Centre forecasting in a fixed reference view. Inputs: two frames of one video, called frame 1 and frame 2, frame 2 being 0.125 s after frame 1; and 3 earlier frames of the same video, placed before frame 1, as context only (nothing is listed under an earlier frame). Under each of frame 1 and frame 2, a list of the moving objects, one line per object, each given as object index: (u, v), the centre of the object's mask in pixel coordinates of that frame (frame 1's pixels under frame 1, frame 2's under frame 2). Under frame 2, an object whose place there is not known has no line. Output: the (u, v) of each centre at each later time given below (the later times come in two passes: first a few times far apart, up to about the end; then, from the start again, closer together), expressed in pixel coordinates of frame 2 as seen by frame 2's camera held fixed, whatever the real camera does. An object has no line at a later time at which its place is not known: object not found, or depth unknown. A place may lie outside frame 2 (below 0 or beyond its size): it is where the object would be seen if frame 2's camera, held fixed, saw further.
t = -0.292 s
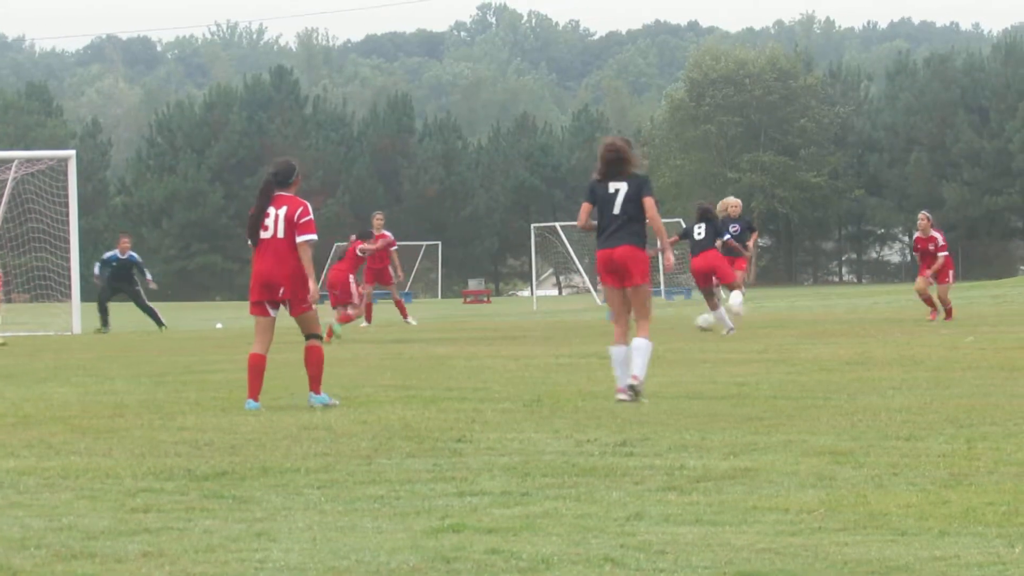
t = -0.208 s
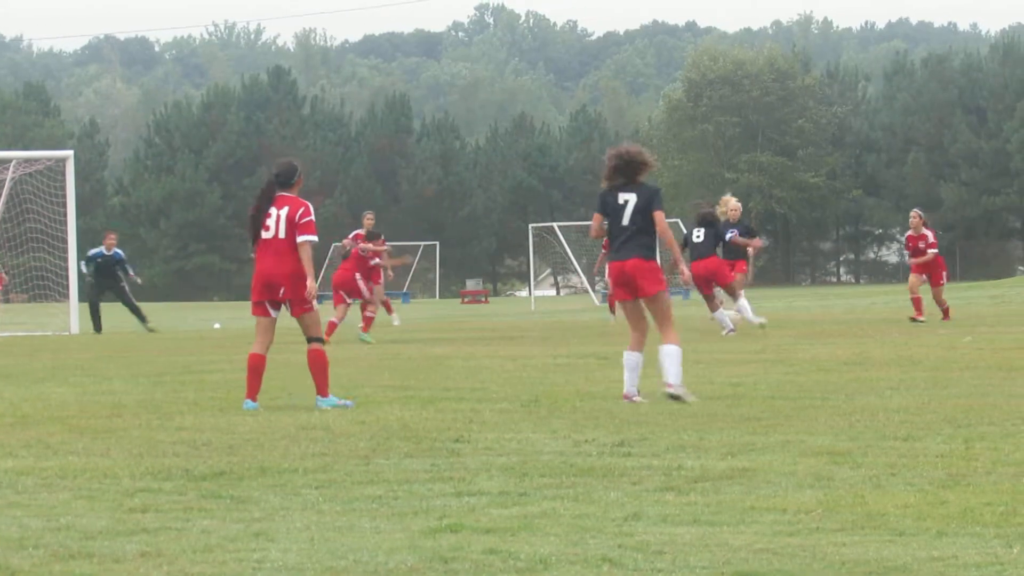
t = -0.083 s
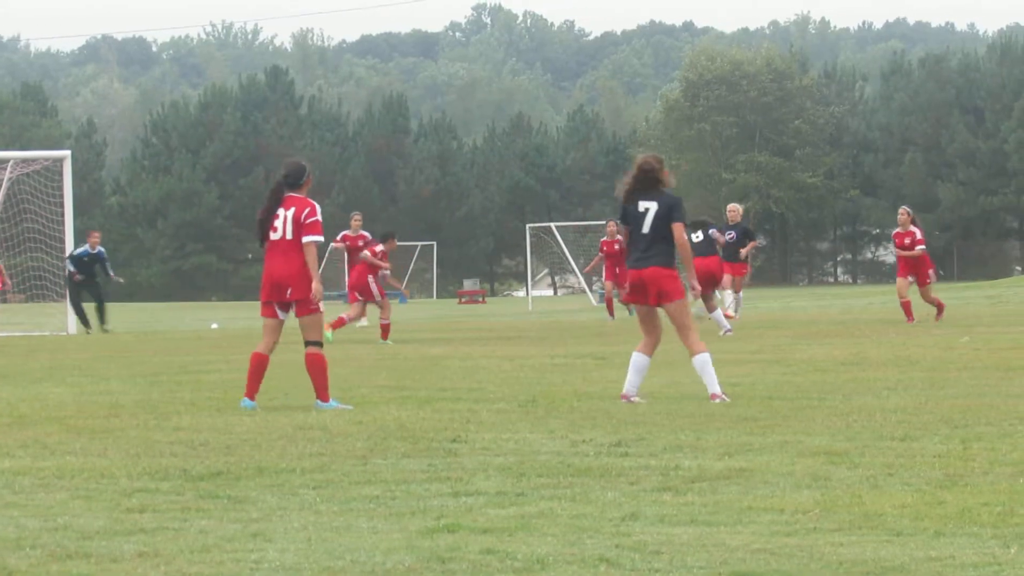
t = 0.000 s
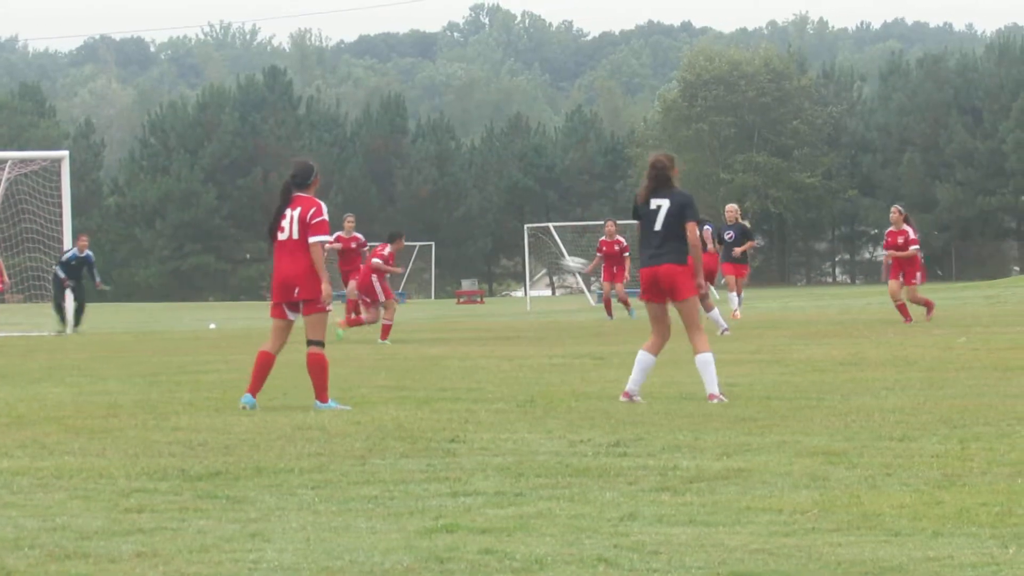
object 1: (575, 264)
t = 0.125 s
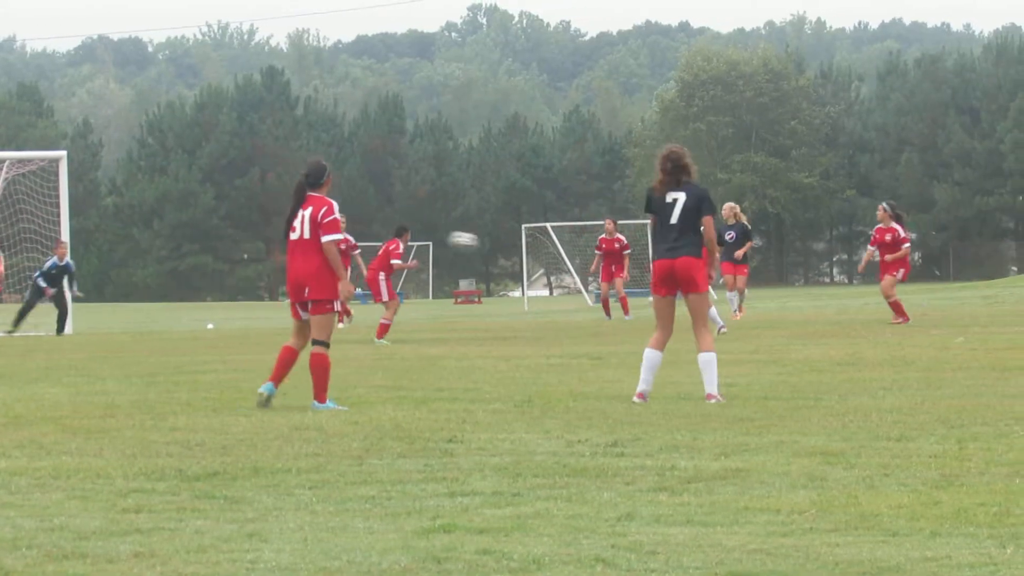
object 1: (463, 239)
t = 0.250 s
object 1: (366, 227)
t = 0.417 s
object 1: (229, 227)
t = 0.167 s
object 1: (428, 233)
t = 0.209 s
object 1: (388, 229)
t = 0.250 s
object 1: (366, 227)
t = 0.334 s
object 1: (291, 225)
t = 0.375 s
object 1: (260, 226)
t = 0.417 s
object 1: (229, 227)
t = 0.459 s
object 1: (198, 230)
